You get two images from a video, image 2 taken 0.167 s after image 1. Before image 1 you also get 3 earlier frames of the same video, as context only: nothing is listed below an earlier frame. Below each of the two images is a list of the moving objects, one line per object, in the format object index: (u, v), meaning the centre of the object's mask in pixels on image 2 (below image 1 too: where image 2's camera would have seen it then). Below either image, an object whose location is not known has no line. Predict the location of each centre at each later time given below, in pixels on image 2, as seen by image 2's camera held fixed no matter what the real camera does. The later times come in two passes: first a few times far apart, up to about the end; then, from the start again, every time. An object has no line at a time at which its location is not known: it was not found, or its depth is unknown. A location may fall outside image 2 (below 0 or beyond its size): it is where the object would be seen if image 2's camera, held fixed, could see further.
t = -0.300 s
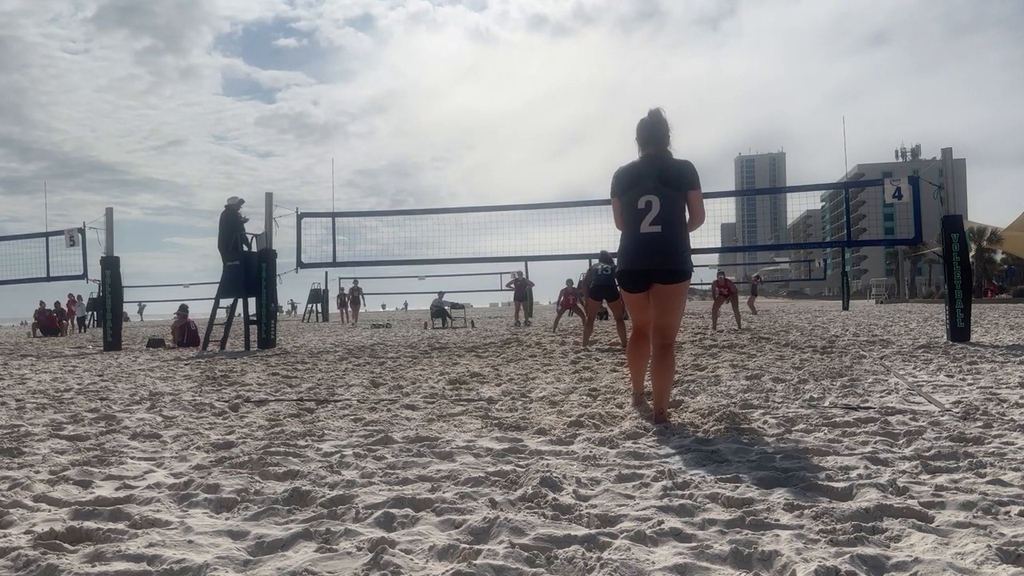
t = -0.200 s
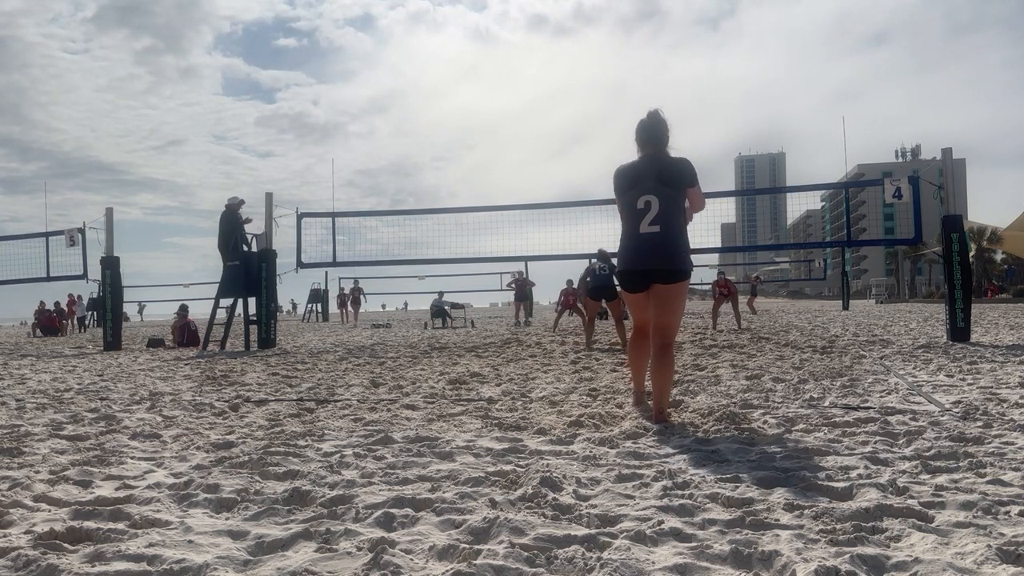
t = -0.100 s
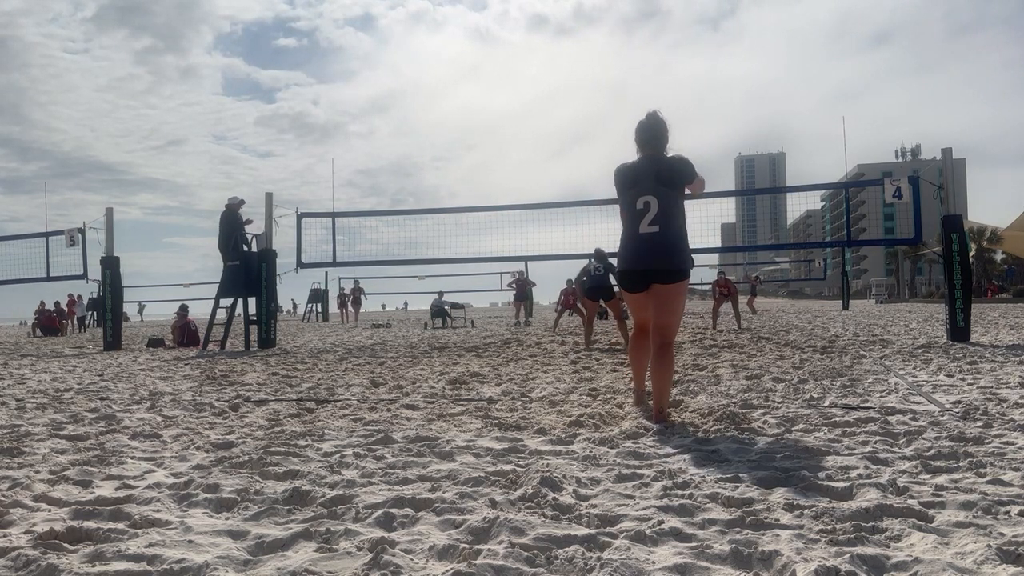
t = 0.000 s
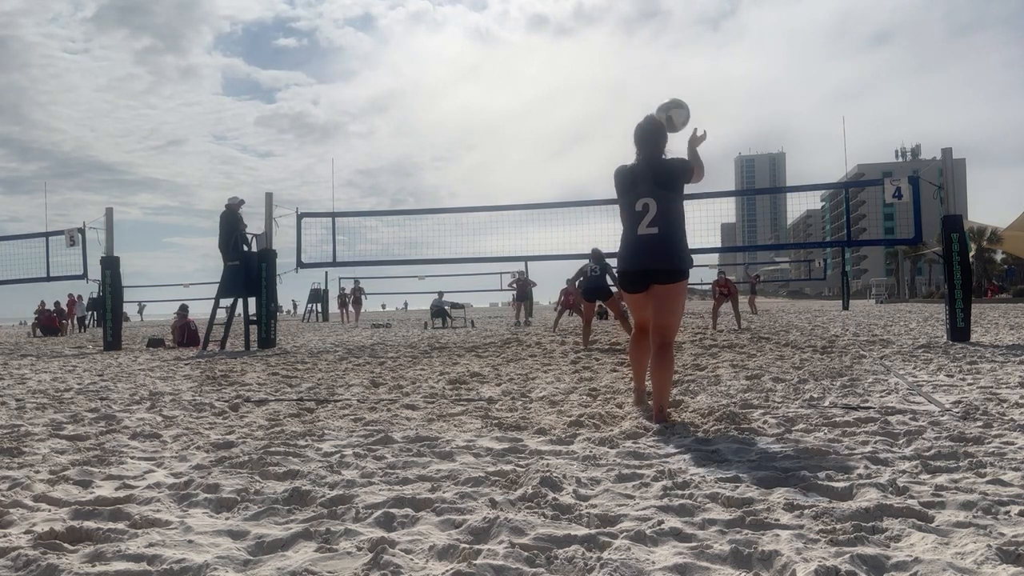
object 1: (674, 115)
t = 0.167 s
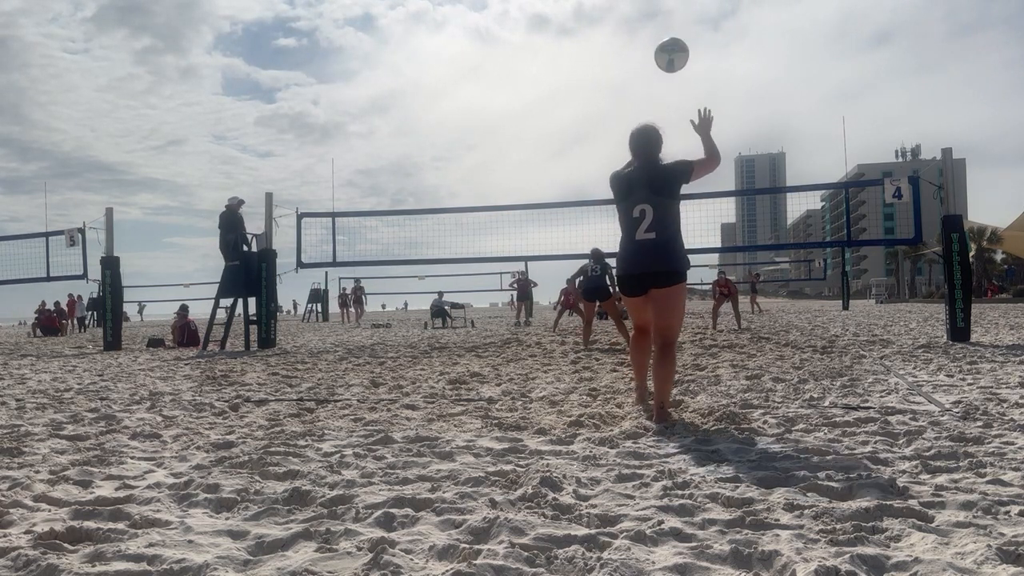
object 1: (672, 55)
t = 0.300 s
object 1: (673, 39)
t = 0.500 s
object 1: (678, 68)
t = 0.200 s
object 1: (672, 48)
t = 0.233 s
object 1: (672, 44)
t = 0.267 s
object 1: (672, 41)
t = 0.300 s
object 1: (673, 39)
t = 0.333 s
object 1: (673, 40)
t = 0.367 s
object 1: (674, 42)
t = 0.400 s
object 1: (675, 46)
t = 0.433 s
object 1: (675, 51)
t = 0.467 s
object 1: (677, 59)
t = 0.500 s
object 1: (678, 68)
